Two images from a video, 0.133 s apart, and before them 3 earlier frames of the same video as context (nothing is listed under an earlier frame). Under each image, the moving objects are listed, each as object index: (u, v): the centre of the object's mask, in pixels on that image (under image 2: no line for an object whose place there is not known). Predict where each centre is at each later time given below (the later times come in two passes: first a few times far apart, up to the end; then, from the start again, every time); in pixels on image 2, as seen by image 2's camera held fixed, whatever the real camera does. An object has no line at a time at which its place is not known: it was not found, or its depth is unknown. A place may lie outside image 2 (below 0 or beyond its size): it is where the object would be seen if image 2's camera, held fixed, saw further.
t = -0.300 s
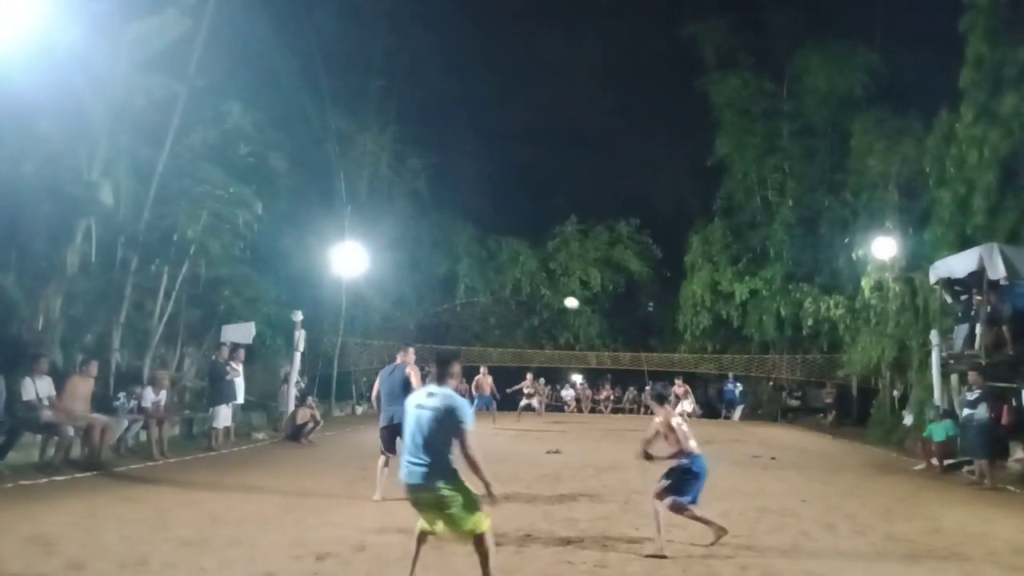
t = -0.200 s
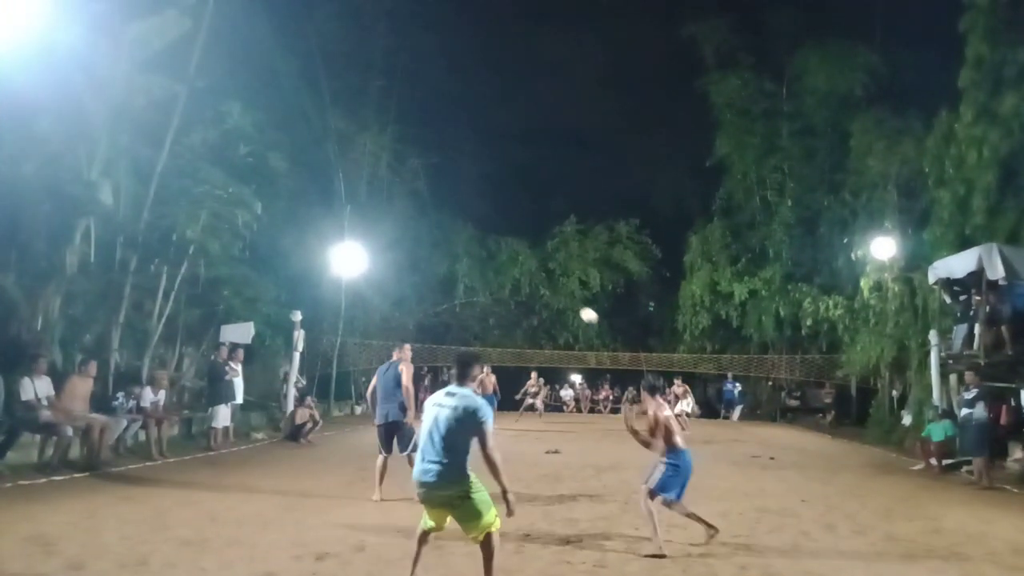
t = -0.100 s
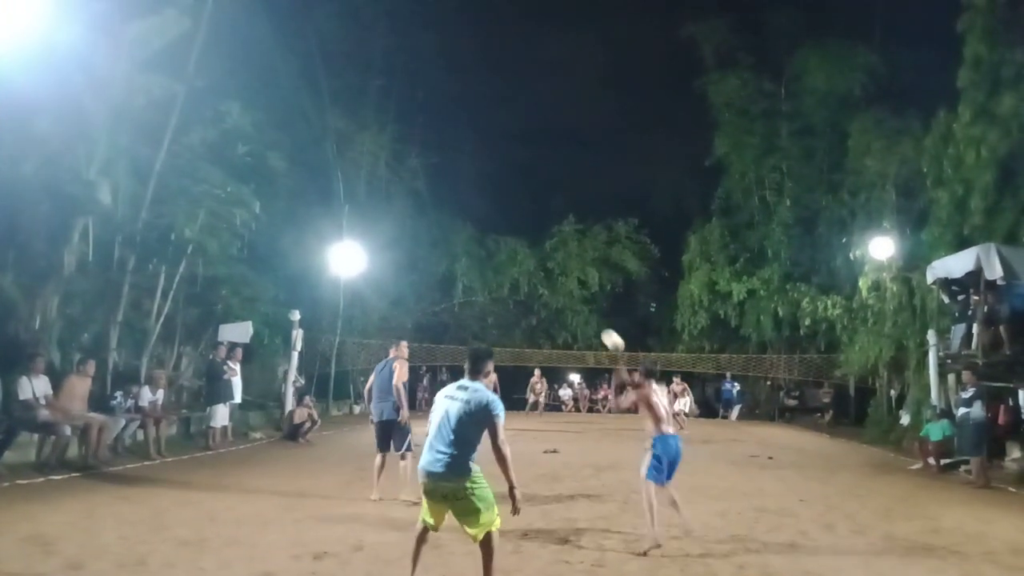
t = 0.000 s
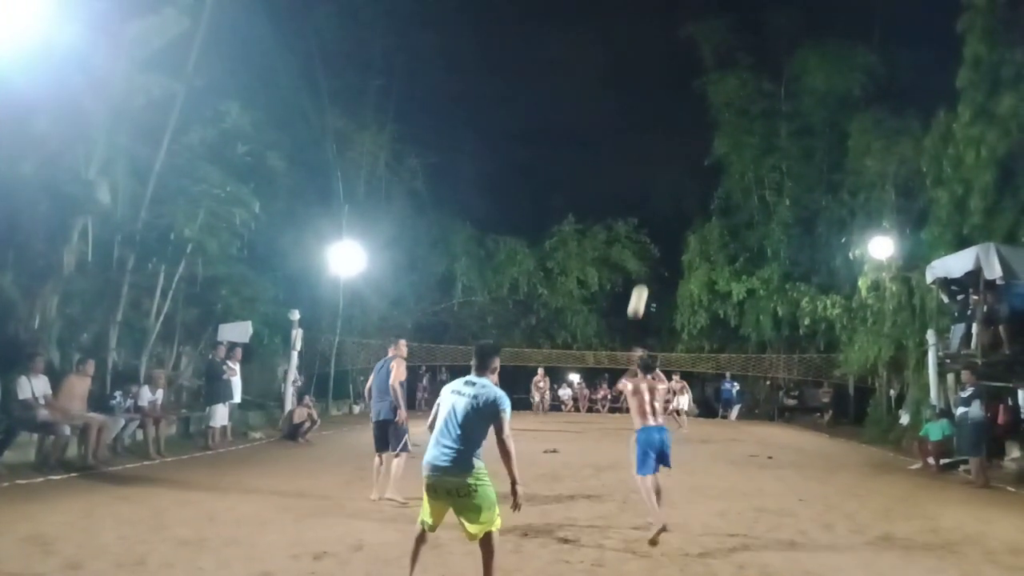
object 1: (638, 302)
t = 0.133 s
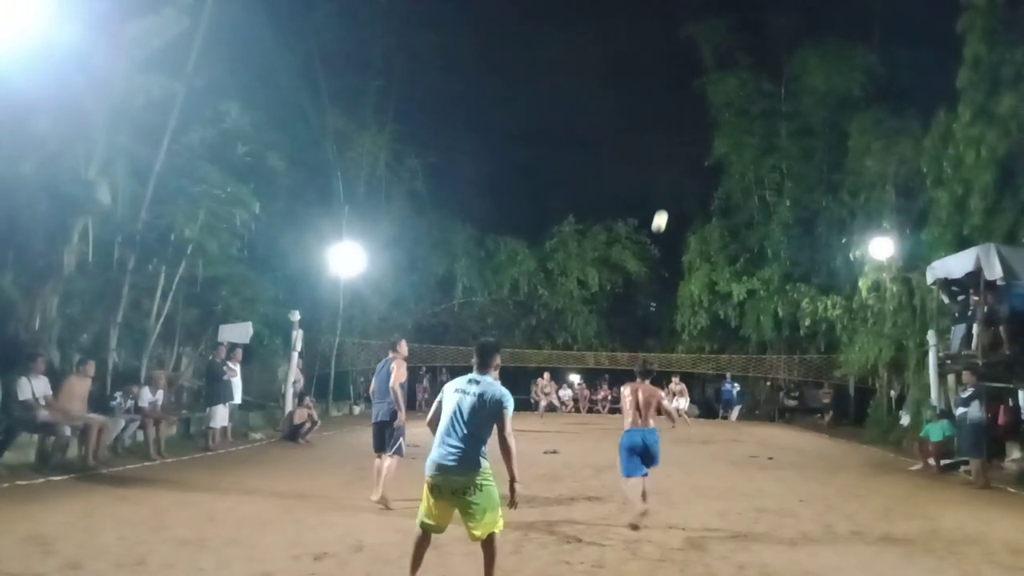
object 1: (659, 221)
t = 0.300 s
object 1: (677, 169)
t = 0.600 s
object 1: (695, 145)
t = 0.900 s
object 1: (706, 169)
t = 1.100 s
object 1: (718, 200)
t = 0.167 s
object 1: (664, 208)
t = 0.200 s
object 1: (668, 196)
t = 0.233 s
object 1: (671, 185)
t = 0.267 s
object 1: (674, 176)
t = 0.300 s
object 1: (677, 169)
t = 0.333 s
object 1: (680, 162)
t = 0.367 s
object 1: (682, 158)
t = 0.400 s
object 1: (685, 153)
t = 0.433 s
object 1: (686, 150)
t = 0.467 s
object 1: (688, 147)
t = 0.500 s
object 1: (690, 146)
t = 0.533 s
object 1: (692, 145)
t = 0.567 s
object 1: (693, 145)
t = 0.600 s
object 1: (695, 145)
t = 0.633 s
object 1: (696, 146)
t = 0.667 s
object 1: (698, 147)
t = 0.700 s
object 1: (699, 150)
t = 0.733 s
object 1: (700, 152)
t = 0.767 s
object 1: (701, 155)
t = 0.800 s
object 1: (703, 158)
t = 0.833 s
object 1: (704, 161)
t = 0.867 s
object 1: (705, 165)
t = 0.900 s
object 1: (706, 169)
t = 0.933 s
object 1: (707, 174)
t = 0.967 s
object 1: (710, 178)
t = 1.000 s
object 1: (711, 182)
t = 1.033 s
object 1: (714, 188)
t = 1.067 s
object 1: (716, 193)
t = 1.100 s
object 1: (718, 200)
